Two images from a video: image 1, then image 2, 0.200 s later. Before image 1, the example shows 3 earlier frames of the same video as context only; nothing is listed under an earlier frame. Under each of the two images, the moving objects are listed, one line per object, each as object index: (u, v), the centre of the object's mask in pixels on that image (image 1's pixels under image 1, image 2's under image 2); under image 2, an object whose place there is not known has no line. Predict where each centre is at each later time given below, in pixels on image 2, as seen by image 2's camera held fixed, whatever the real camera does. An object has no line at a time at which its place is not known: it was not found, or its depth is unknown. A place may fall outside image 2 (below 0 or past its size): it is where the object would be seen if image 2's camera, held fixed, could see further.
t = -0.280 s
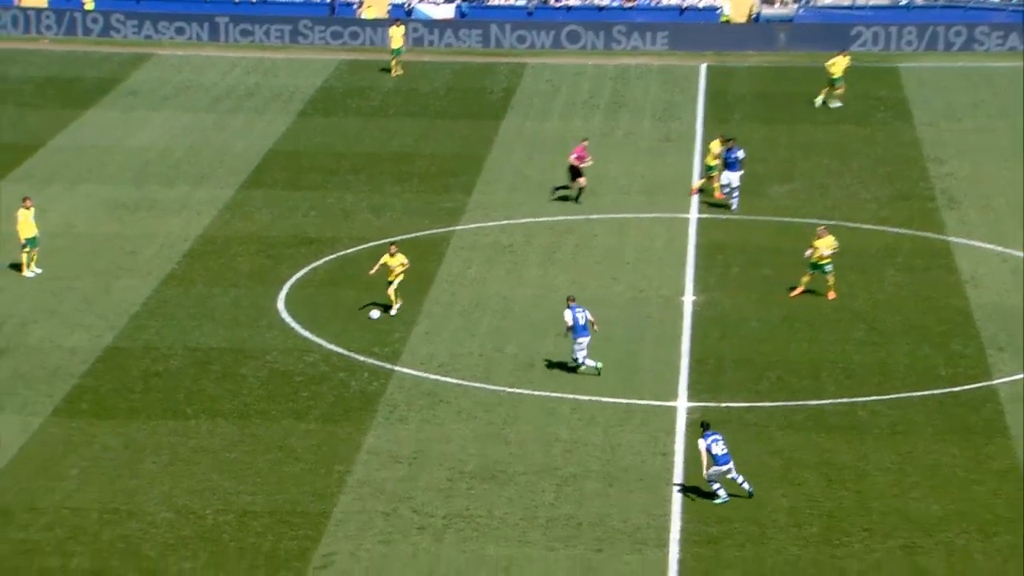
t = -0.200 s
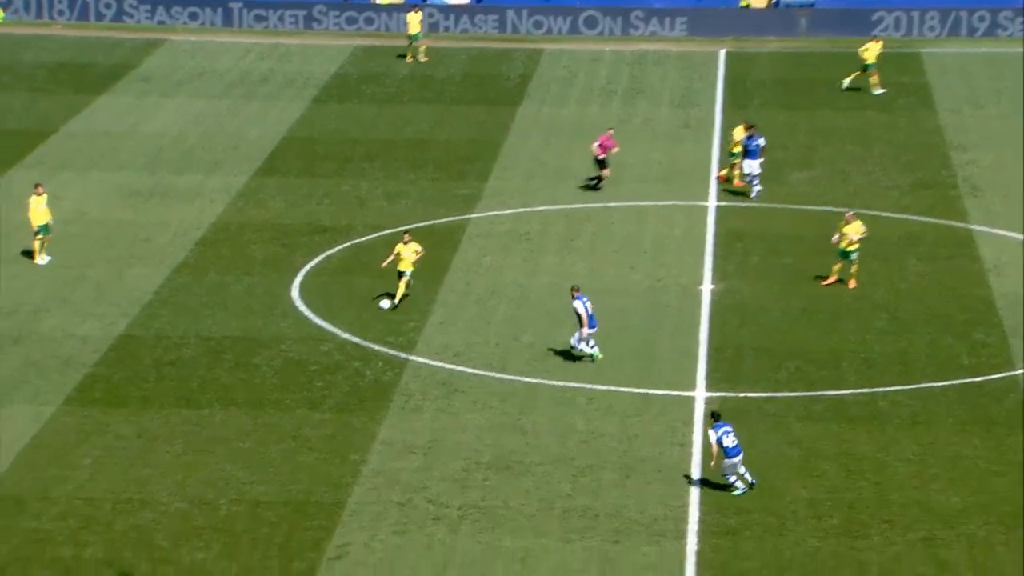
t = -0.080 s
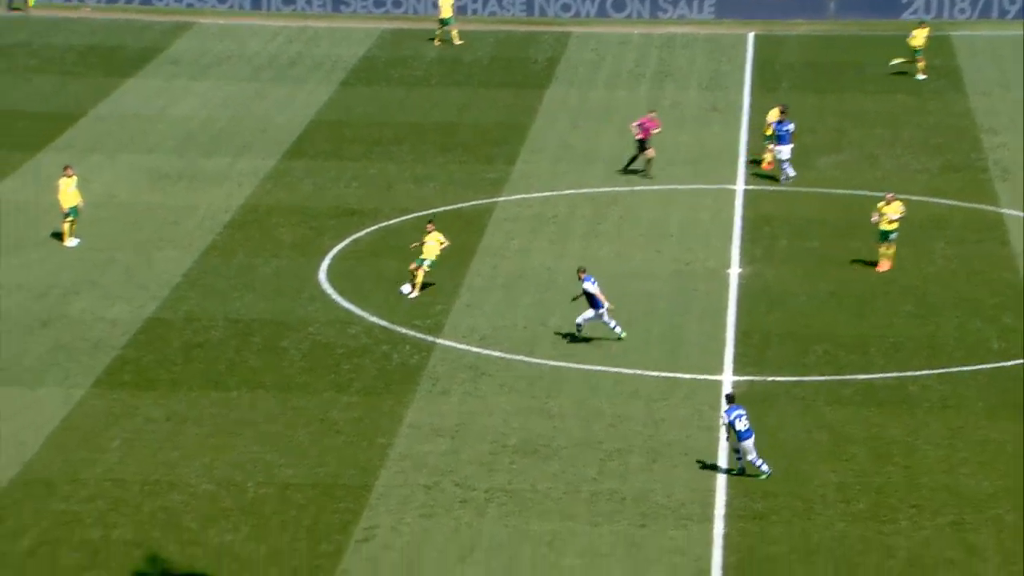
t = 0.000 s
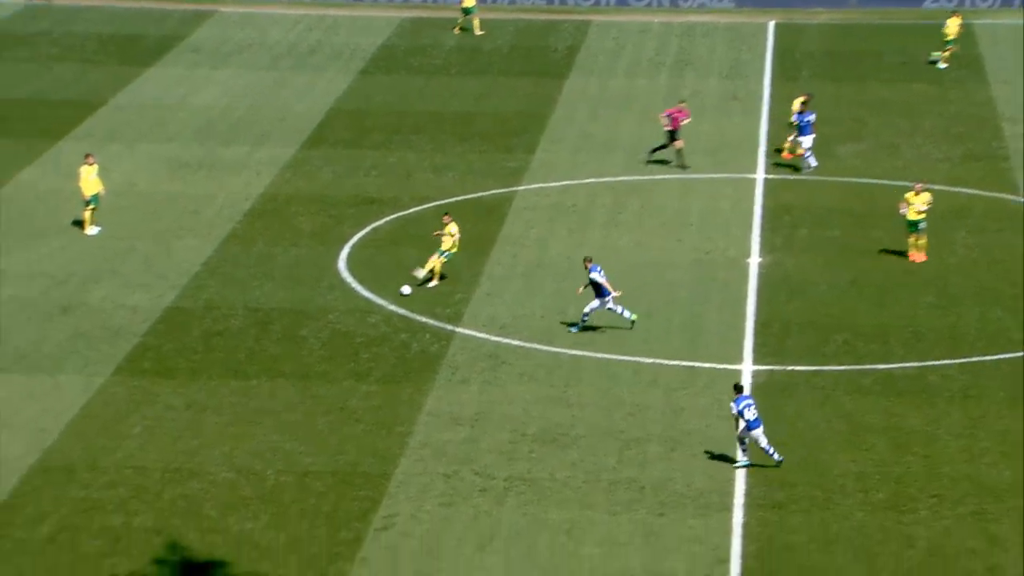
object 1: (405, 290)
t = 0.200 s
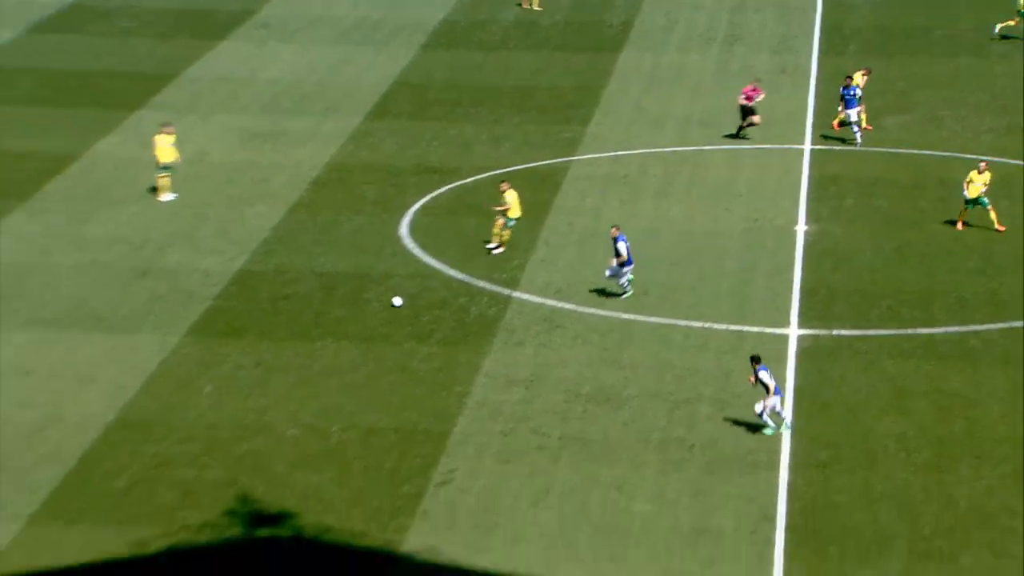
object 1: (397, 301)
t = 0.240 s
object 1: (383, 310)
